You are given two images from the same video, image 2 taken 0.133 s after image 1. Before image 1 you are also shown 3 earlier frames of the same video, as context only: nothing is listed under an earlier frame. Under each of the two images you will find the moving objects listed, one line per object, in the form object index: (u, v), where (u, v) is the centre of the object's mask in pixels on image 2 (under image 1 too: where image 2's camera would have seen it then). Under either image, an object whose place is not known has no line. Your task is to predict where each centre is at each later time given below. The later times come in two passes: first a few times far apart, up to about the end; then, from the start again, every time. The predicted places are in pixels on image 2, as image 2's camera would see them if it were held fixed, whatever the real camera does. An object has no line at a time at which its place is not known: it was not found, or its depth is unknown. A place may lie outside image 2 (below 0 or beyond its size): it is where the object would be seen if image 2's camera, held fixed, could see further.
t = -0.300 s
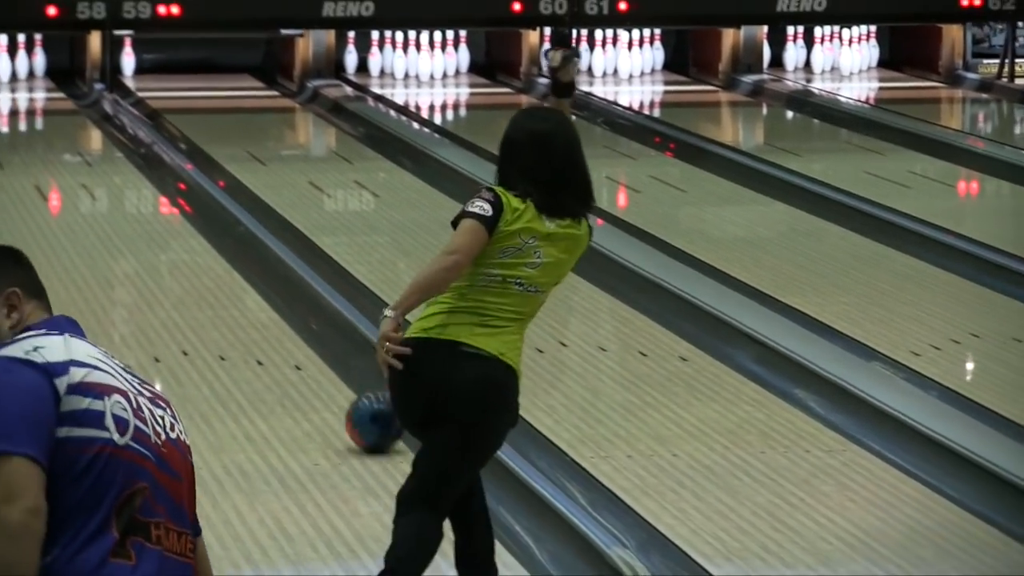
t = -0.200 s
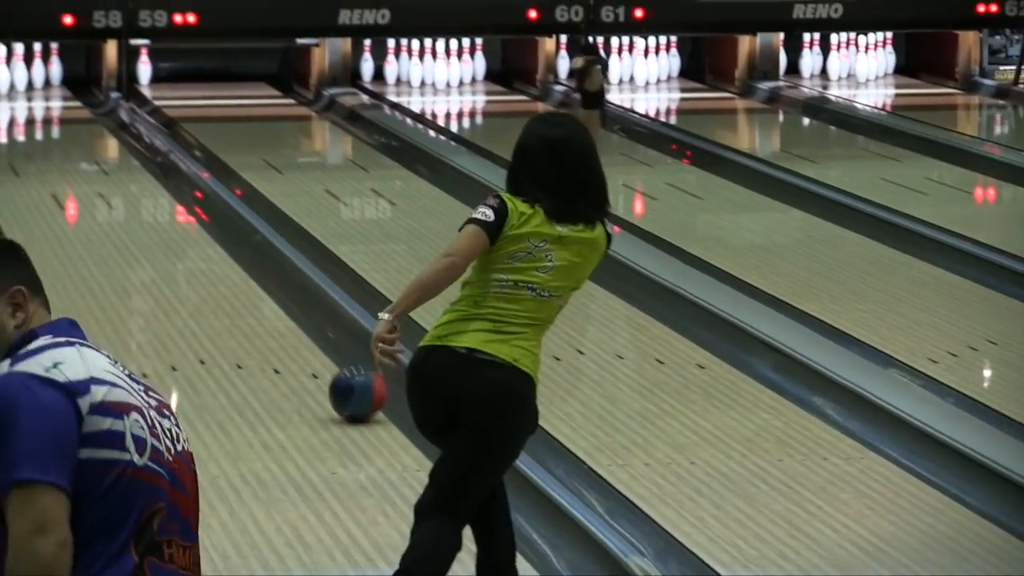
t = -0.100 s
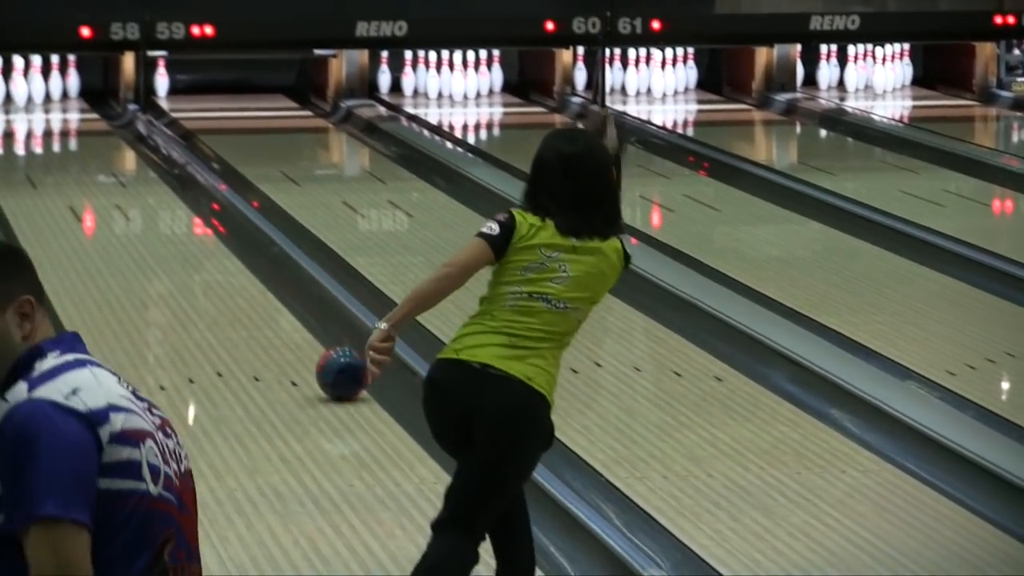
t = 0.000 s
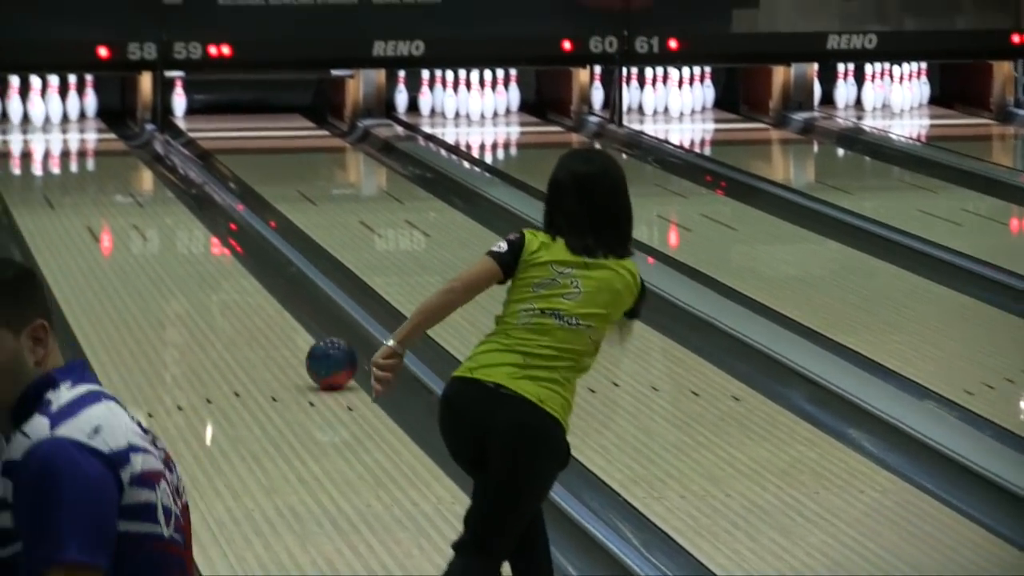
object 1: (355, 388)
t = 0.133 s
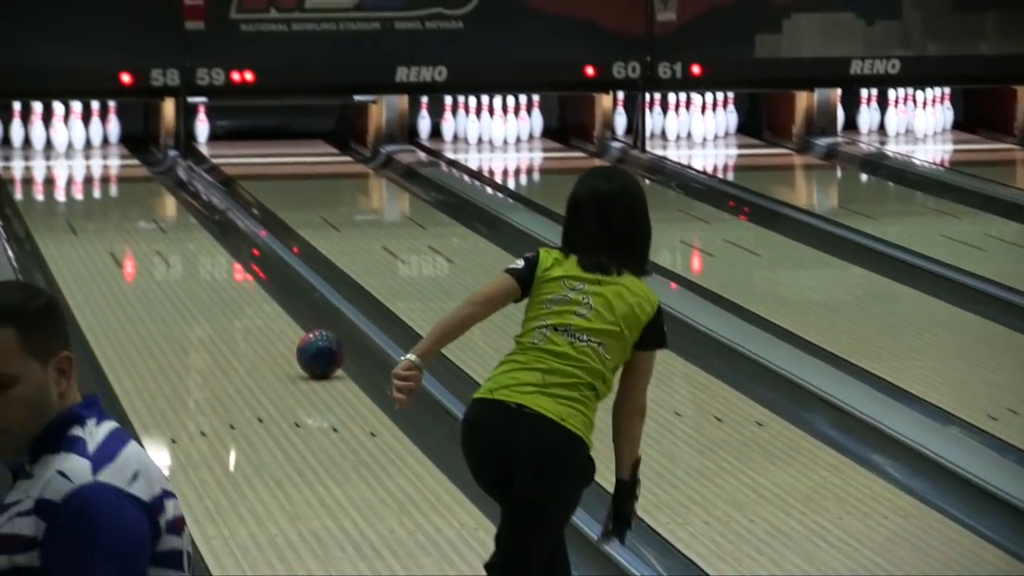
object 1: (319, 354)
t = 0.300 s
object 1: (281, 317)
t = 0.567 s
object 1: (227, 268)
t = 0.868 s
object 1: (177, 225)
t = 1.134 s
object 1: (140, 194)
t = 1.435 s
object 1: (103, 164)
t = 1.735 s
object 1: (64, 141)
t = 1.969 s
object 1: (60, 136)
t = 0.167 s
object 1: (311, 346)
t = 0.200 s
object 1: (303, 339)
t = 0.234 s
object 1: (296, 331)
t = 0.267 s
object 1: (288, 325)
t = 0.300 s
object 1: (281, 317)
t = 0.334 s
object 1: (273, 310)
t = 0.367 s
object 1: (266, 304)
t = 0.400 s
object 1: (259, 298)
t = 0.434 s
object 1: (253, 292)
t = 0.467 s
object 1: (245, 286)
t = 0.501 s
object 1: (239, 280)
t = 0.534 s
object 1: (233, 274)
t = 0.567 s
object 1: (227, 268)
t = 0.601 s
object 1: (220, 263)
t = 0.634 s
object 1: (214, 259)
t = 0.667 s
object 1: (209, 253)
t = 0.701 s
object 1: (203, 248)
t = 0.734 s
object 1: (197, 244)
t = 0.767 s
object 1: (192, 239)
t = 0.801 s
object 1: (187, 233)
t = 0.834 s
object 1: (182, 230)
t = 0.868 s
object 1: (177, 225)
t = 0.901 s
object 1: (171, 222)
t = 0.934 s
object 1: (166, 217)
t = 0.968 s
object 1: (162, 212)
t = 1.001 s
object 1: (157, 208)
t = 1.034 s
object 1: (153, 204)
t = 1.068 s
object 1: (148, 201)
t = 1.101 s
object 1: (144, 197)
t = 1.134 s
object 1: (140, 194)
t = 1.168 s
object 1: (135, 190)
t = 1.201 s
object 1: (132, 186)
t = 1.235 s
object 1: (127, 182)
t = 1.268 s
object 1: (123, 179)
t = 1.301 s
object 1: (119, 176)
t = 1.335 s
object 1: (115, 173)
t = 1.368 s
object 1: (111, 170)
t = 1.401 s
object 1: (107, 167)
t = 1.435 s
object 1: (103, 164)
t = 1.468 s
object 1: (99, 161)
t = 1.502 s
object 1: (95, 159)
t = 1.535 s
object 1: (90, 156)
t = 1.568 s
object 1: (86, 153)
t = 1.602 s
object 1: (82, 151)
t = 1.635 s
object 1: (78, 148)
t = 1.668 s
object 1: (73, 146)
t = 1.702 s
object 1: (68, 144)
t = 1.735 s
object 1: (64, 141)
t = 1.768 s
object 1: (64, 139)
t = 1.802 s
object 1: (61, 138)
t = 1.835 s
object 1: (60, 137)
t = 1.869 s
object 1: (59, 136)
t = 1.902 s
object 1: (60, 135)
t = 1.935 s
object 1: (61, 134)
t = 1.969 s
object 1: (60, 136)
